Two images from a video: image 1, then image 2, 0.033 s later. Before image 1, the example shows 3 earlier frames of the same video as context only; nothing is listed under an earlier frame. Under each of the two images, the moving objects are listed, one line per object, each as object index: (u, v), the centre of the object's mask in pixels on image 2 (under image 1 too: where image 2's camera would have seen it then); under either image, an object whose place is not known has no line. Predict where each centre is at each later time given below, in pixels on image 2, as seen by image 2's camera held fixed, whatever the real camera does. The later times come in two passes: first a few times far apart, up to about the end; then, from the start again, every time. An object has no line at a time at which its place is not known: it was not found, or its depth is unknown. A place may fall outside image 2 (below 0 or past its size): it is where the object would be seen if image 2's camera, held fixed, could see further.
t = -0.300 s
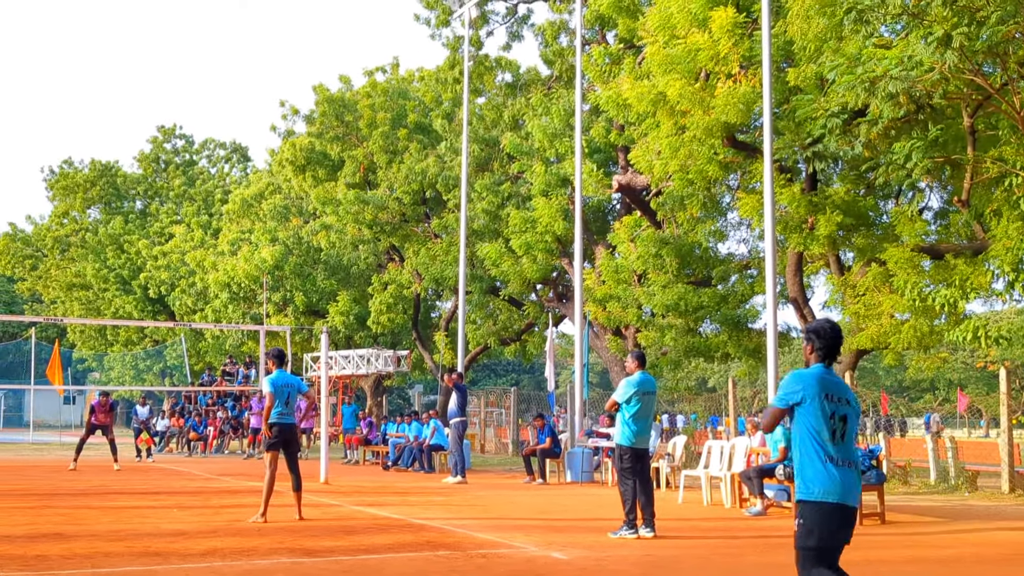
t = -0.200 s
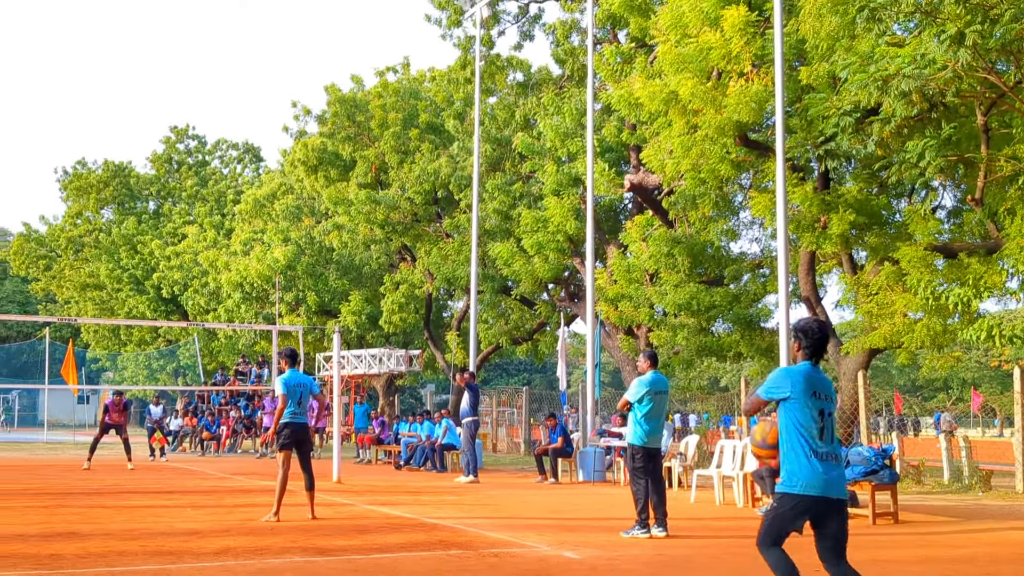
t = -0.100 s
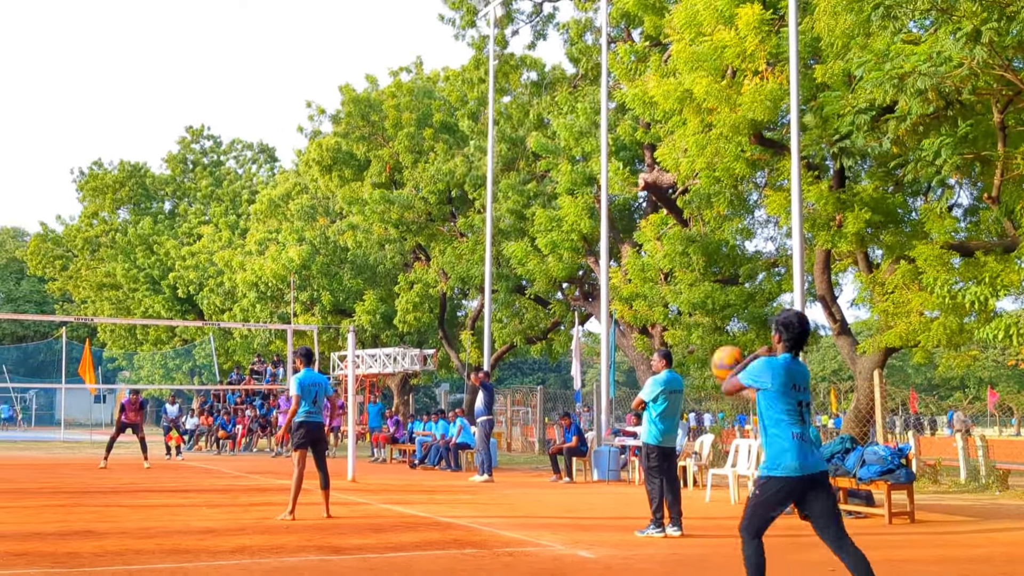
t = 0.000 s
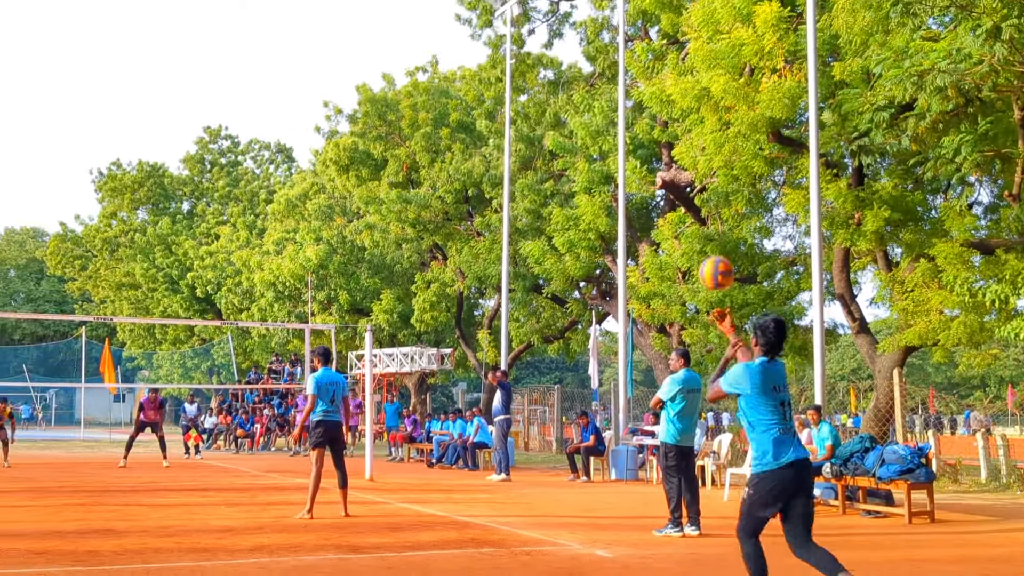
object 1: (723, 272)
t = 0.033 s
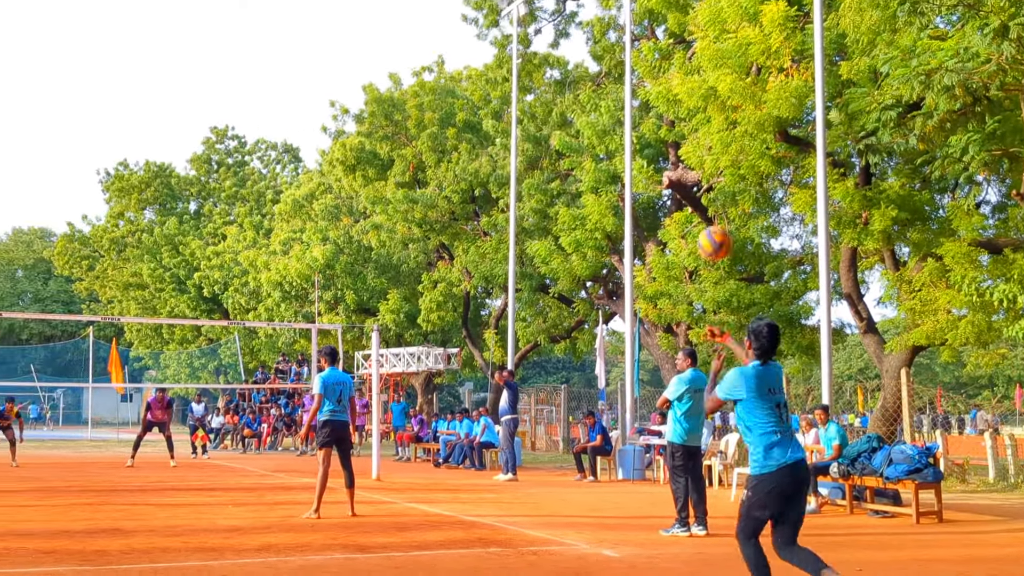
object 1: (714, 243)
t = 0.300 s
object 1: (647, 86)
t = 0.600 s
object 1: (582, 41)
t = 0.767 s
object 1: (550, 67)
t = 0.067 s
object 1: (705, 216)
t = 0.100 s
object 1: (696, 191)
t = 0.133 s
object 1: (688, 169)
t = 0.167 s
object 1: (679, 147)
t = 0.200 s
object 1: (671, 130)
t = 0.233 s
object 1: (663, 113)
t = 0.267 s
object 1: (655, 99)
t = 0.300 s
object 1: (647, 86)
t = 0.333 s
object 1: (640, 73)
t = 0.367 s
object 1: (632, 64)
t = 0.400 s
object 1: (624, 55)
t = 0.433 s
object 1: (616, 50)
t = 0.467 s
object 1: (609, 45)
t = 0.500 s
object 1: (603, 42)
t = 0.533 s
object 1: (597, 41)
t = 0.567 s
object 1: (590, 40)
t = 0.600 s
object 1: (582, 41)
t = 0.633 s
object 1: (575, 43)
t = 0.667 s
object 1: (568, 47)
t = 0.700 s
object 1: (562, 53)
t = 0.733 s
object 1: (556, 59)
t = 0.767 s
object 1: (550, 67)
